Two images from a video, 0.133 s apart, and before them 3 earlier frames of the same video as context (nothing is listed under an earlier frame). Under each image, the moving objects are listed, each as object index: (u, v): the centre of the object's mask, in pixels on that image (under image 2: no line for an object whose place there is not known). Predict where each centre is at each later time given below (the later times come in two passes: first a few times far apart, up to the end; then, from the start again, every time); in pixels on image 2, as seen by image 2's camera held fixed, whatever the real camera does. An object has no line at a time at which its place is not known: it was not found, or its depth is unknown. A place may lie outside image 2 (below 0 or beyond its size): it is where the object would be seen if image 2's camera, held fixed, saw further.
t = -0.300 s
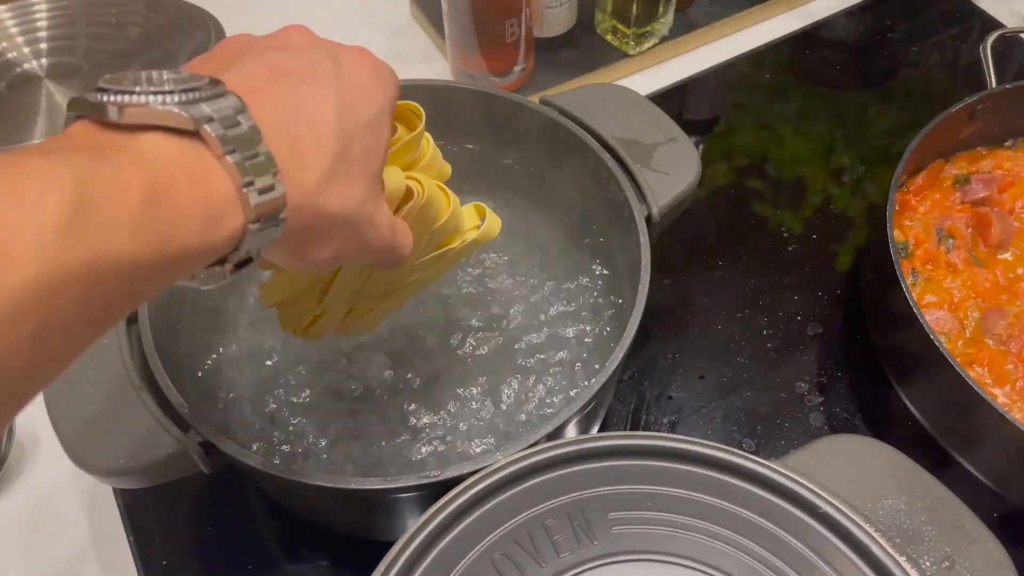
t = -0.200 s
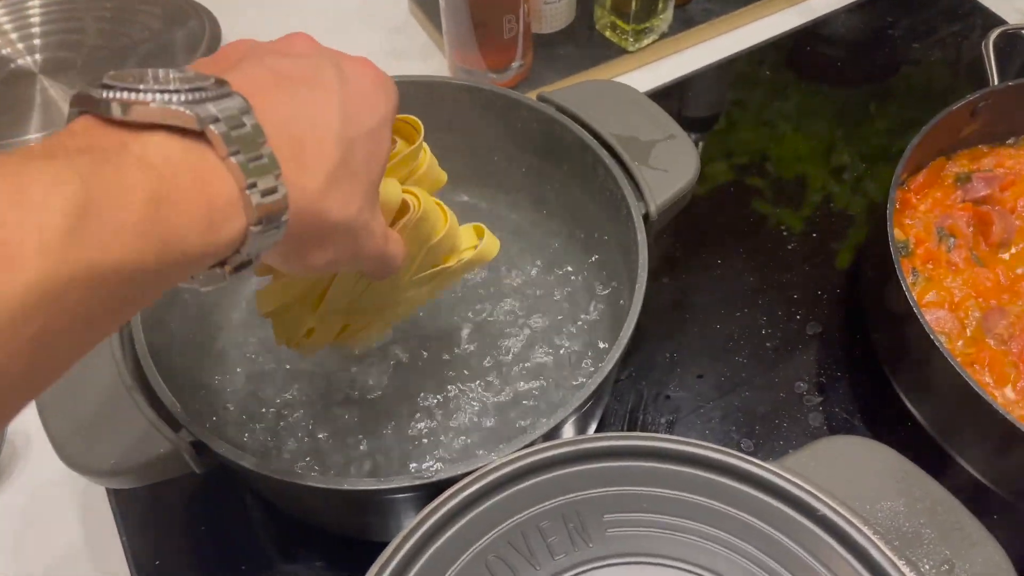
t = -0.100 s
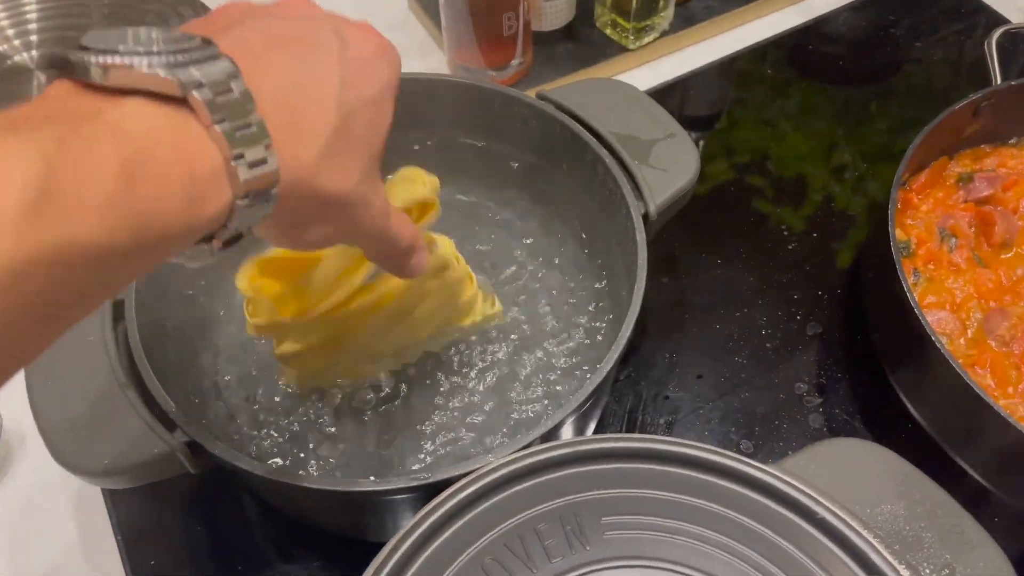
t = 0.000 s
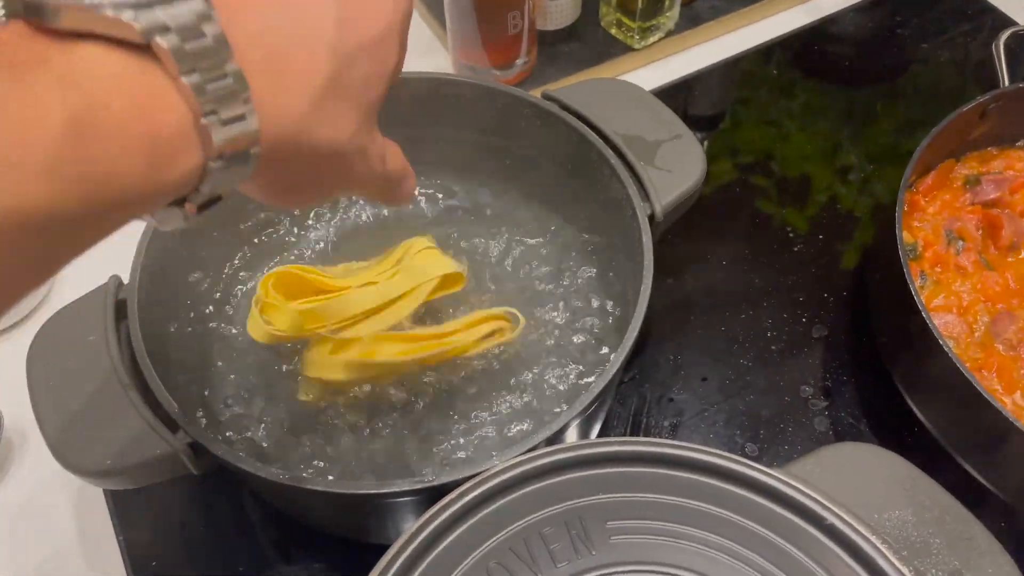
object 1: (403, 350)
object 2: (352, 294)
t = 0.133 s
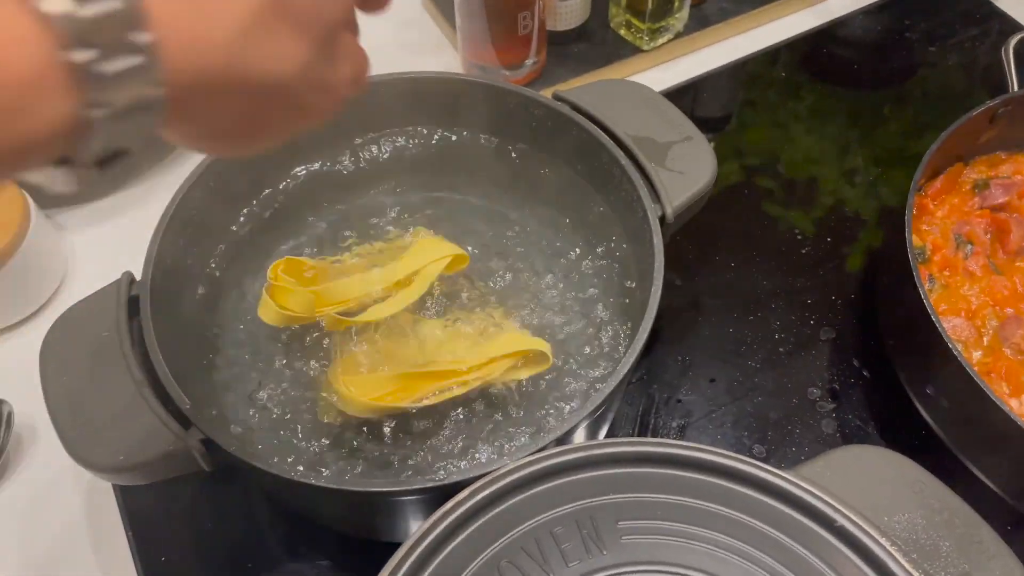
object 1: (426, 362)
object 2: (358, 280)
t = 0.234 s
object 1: (435, 370)
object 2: (354, 274)
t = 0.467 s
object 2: (349, 278)
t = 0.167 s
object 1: (431, 367)
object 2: (357, 278)
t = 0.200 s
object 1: (431, 370)
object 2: (356, 275)
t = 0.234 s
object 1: (435, 370)
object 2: (354, 274)
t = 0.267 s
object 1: (435, 373)
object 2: (353, 274)
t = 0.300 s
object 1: (436, 376)
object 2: (352, 273)
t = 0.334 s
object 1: (439, 380)
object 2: (350, 274)
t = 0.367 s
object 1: (437, 384)
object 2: (350, 275)
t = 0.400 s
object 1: (439, 387)
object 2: (349, 276)
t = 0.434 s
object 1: (440, 387)
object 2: (350, 278)
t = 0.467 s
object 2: (349, 278)
